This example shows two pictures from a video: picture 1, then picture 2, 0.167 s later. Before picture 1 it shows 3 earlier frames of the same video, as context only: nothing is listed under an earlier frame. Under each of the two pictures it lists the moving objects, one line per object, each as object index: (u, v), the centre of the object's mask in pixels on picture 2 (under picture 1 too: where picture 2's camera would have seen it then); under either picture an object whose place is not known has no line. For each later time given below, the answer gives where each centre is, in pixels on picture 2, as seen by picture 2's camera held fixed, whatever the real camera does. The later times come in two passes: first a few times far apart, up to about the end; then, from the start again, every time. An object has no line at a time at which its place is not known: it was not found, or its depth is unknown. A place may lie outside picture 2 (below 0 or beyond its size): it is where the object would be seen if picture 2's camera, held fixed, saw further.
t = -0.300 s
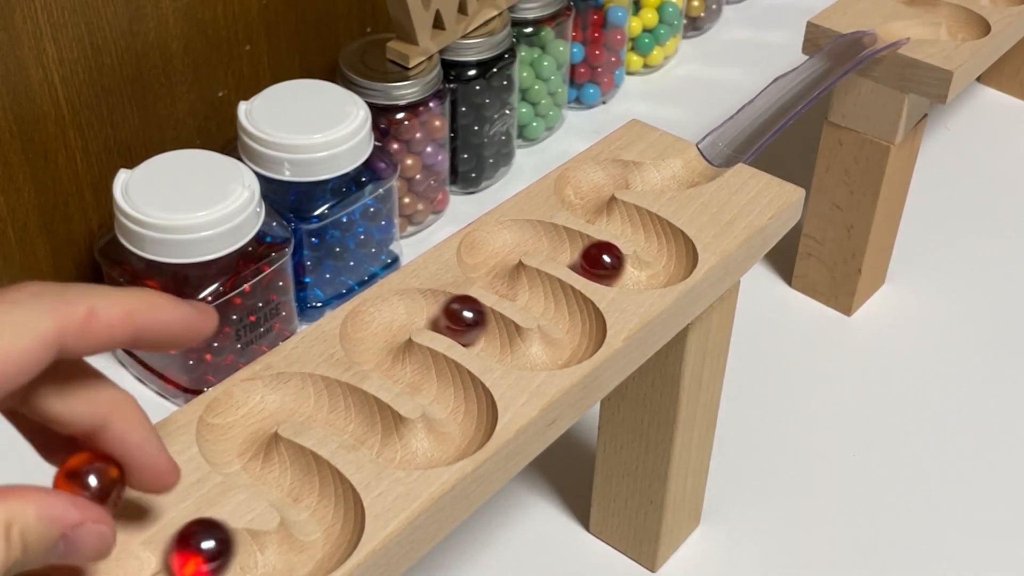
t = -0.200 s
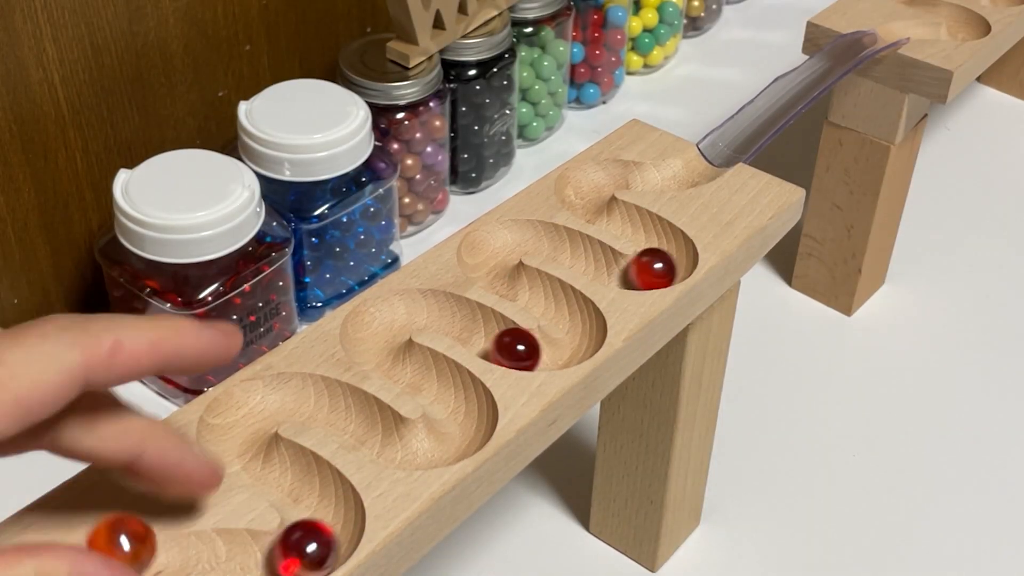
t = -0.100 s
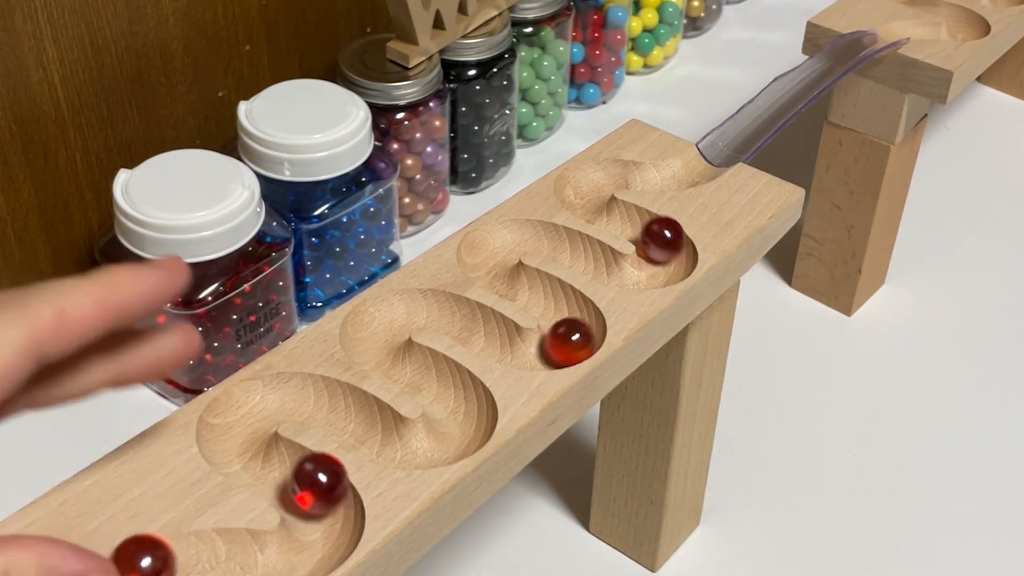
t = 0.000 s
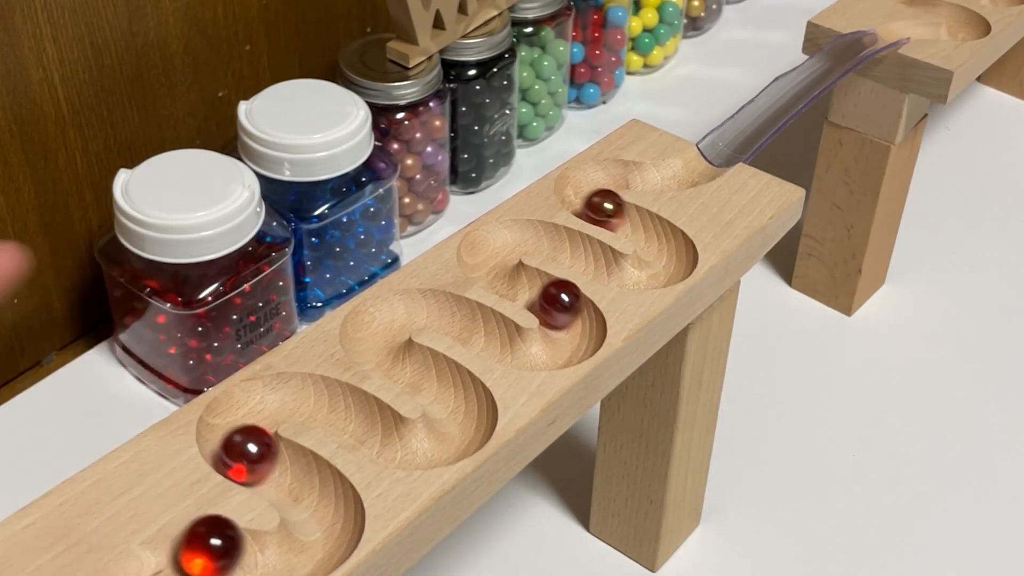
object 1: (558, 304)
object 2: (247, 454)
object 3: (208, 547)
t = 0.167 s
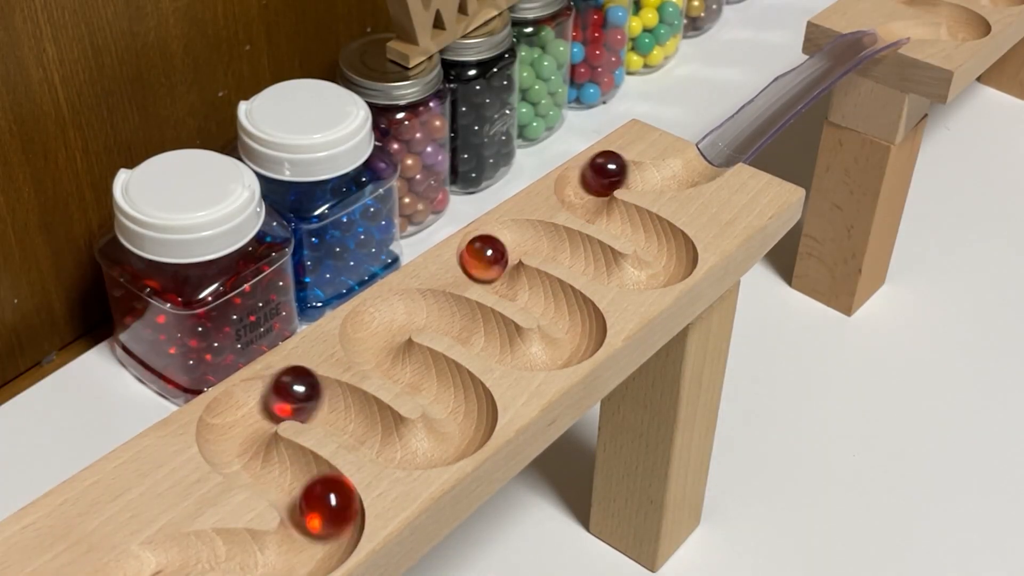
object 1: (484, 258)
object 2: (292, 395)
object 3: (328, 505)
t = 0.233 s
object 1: (502, 237)
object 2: (345, 412)
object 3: (280, 472)
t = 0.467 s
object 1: (643, 272)
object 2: (457, 399)
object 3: (317, 398)
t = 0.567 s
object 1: (665, 246)
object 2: (393, 357)
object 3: (385, 441)
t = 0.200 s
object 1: (490, 246)
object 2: (321, 400)
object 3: (309, 486)
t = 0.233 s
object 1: (502, 237)
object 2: (345, 412)
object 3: (280, 472)
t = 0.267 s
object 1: (521, 235)
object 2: (368, 427)
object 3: (252, 458)
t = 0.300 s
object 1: (546, 237)
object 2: (387, 442)
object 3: (230, 443)
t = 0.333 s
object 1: (572, 244)
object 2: (409, 446)
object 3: (230, 429)
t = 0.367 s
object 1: (592, 257)
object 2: (431, 444)
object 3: (244, 413)
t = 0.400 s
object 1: (610, 268)
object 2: (452, 433)
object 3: (261, 396)
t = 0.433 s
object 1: (628, 271)
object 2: (466, 415)
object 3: (287, 394)
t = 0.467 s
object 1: (643, 272)
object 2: (457, 399)
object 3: (317, 398)
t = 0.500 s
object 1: (661, 267)
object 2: (438, 383)
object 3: (343, 409)
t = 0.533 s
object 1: (673, 256)
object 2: (416, 367)
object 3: (365, 426)
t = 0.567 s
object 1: (665, 246)
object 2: (393, 357)
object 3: (385, 441)
